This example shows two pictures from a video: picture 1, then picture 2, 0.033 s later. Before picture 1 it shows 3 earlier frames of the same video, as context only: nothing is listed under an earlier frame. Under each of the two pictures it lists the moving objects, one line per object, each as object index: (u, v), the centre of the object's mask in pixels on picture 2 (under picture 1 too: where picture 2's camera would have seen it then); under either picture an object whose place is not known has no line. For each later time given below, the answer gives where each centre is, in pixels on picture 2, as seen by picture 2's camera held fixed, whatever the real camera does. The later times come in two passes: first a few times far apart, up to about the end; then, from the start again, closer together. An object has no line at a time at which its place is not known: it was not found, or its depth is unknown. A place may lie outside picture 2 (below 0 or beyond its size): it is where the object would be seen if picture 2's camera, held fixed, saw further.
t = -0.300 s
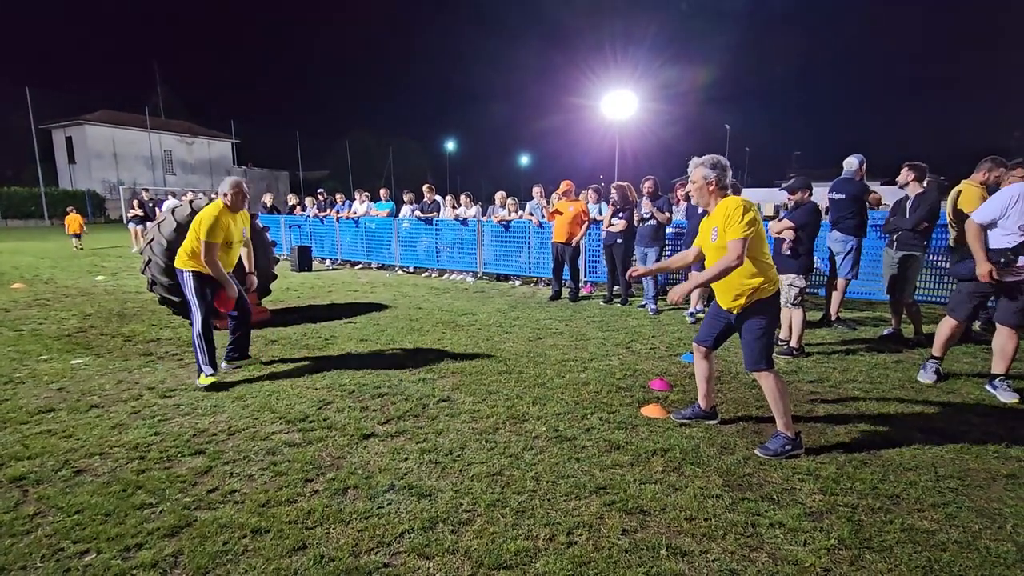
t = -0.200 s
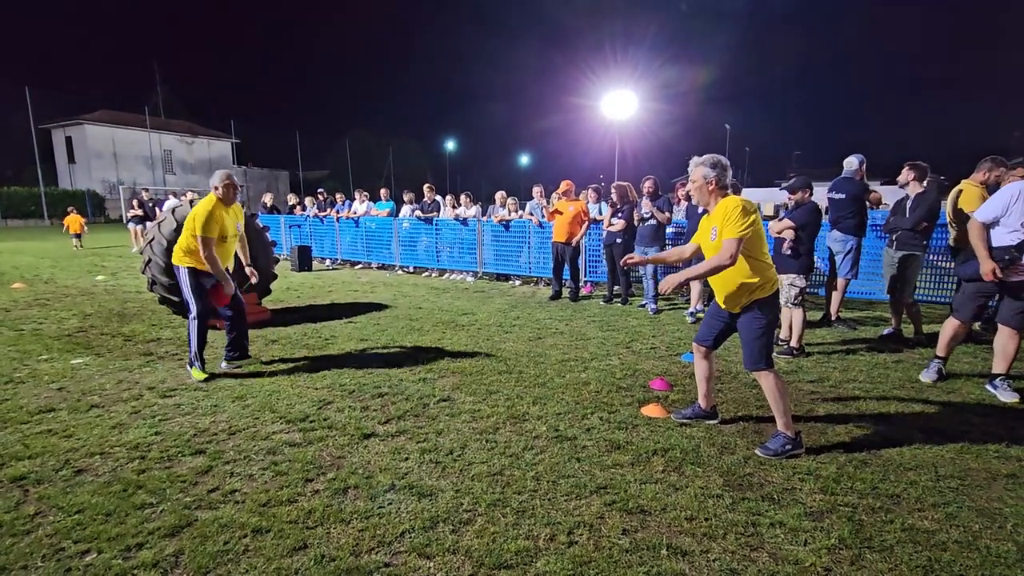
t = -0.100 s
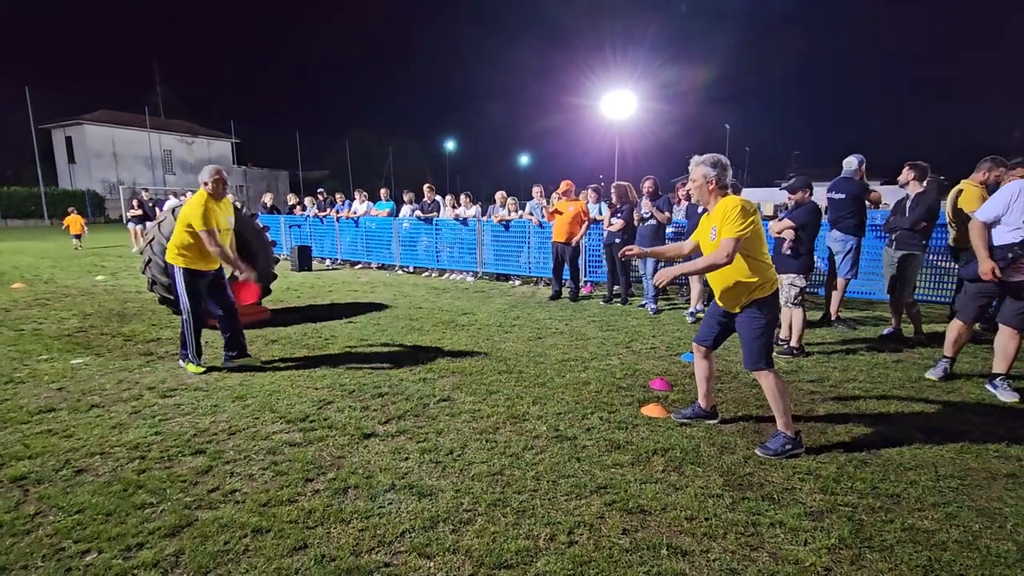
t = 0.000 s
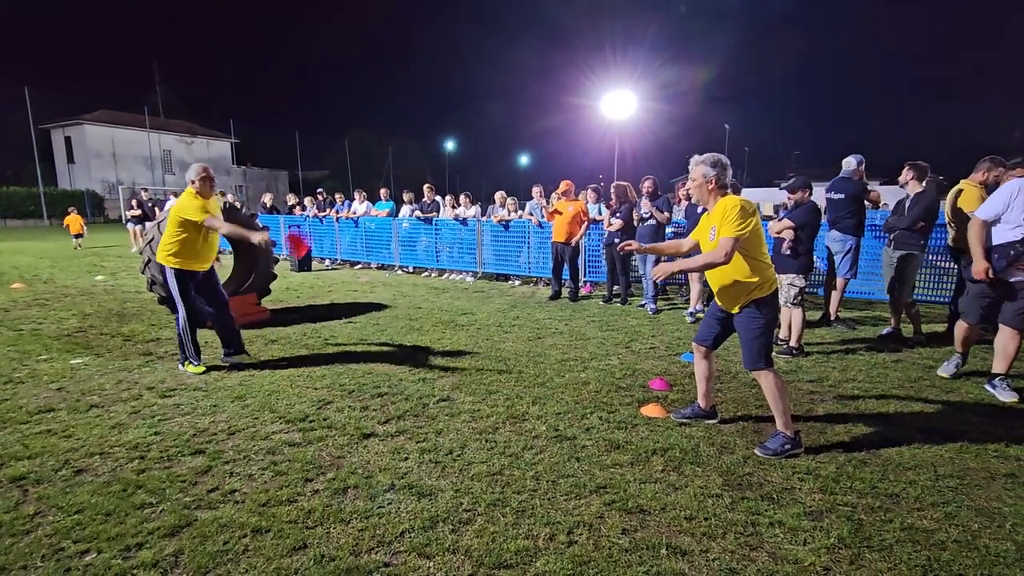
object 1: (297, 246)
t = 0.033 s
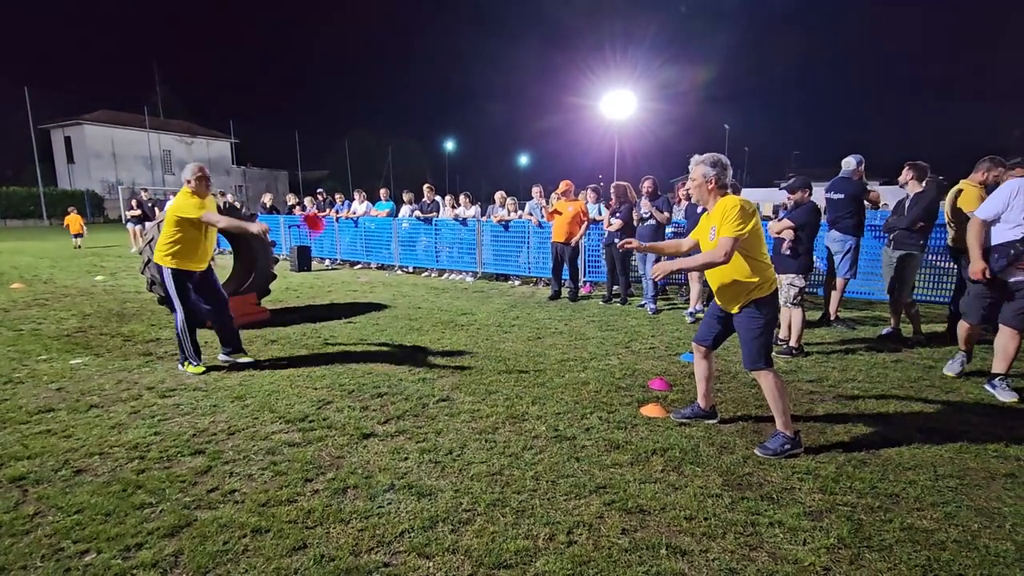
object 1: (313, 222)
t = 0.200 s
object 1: (399, 140)
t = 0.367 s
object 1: (500, 88)
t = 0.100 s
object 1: (346, 183)
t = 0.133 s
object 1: (363, 170)
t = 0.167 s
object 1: (381, 154)
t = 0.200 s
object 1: (399, 140)
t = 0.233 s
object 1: (417, 127)
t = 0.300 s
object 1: (457, 104)
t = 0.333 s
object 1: (478, 95)
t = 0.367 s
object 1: (500, 88)
